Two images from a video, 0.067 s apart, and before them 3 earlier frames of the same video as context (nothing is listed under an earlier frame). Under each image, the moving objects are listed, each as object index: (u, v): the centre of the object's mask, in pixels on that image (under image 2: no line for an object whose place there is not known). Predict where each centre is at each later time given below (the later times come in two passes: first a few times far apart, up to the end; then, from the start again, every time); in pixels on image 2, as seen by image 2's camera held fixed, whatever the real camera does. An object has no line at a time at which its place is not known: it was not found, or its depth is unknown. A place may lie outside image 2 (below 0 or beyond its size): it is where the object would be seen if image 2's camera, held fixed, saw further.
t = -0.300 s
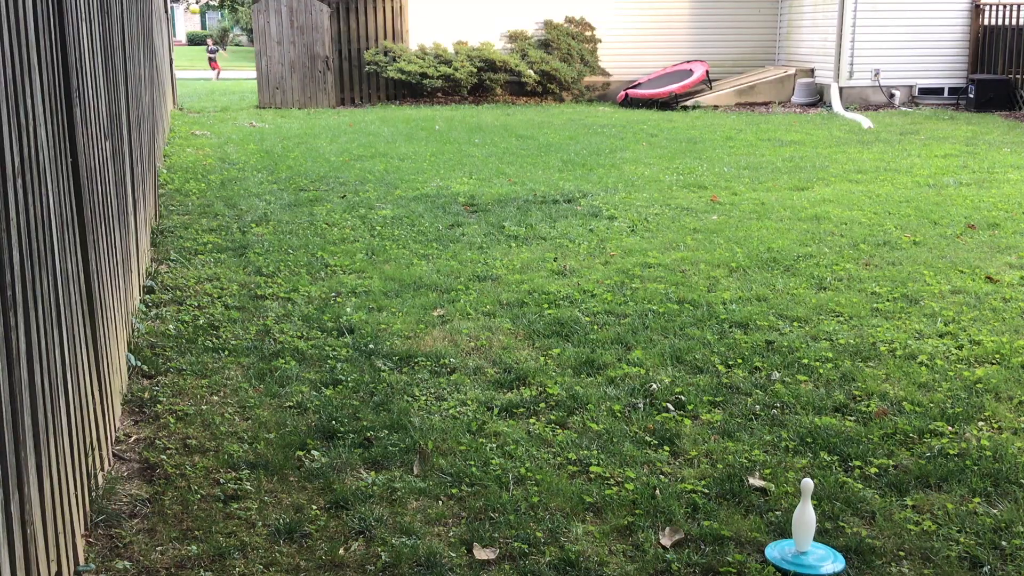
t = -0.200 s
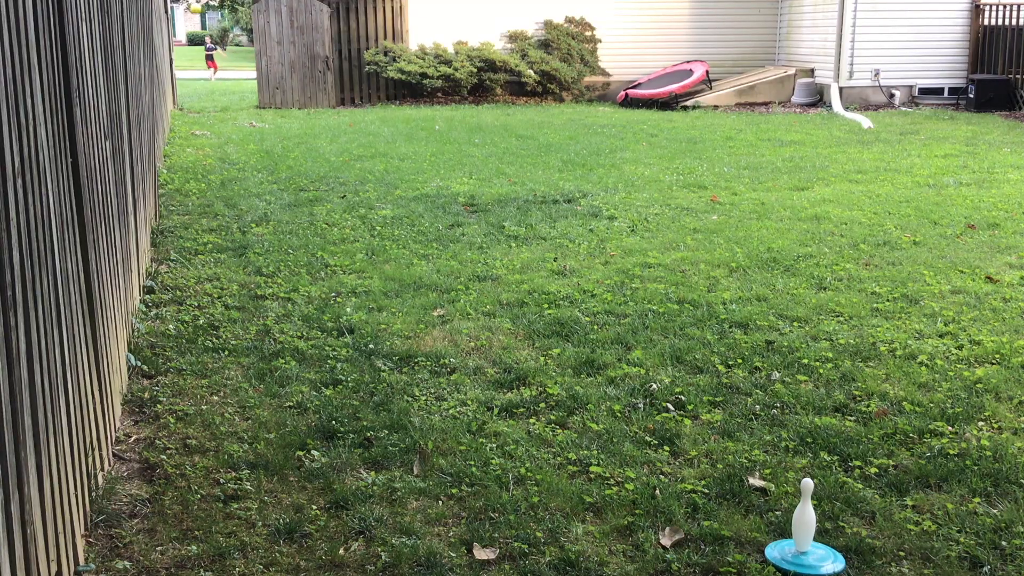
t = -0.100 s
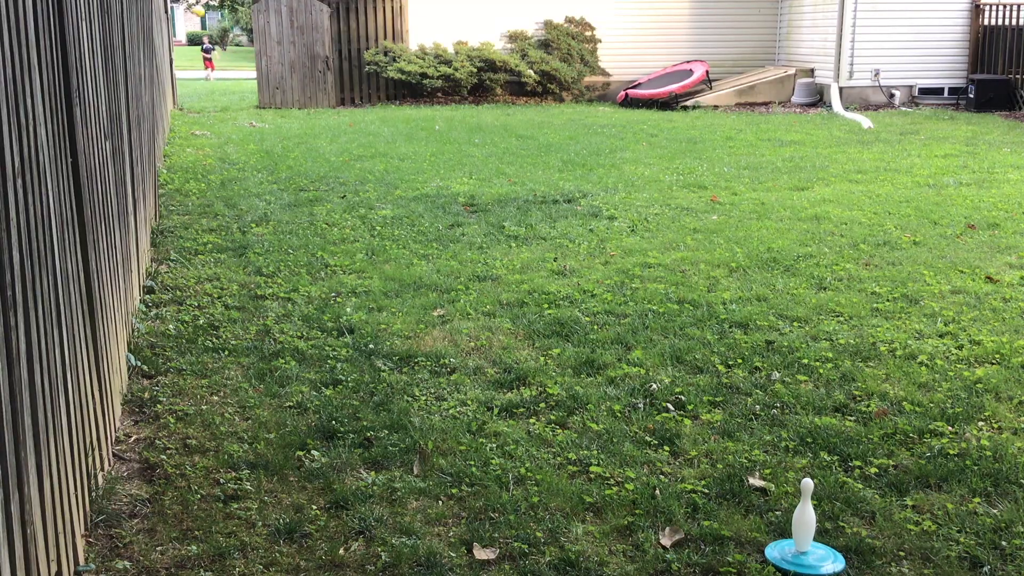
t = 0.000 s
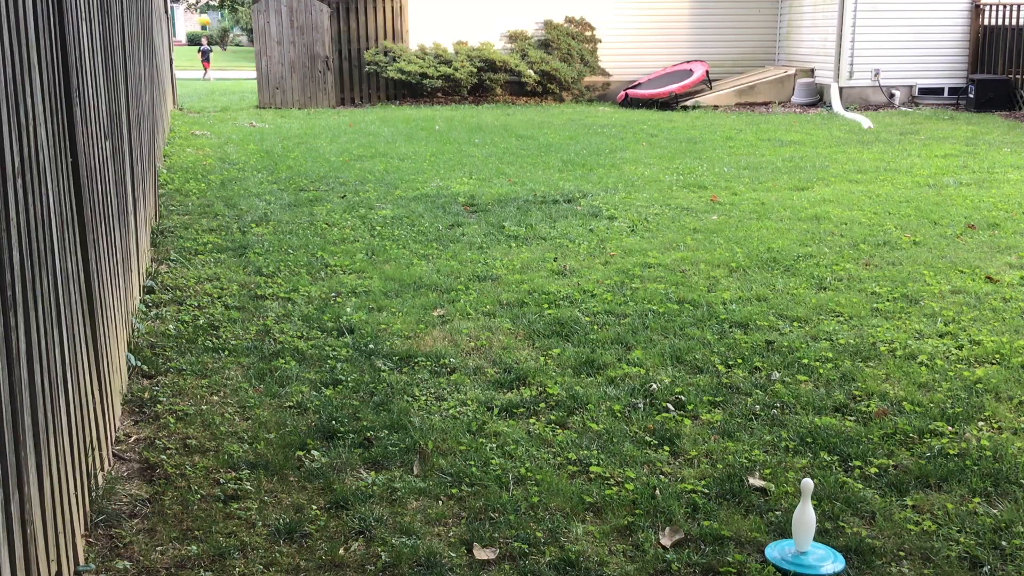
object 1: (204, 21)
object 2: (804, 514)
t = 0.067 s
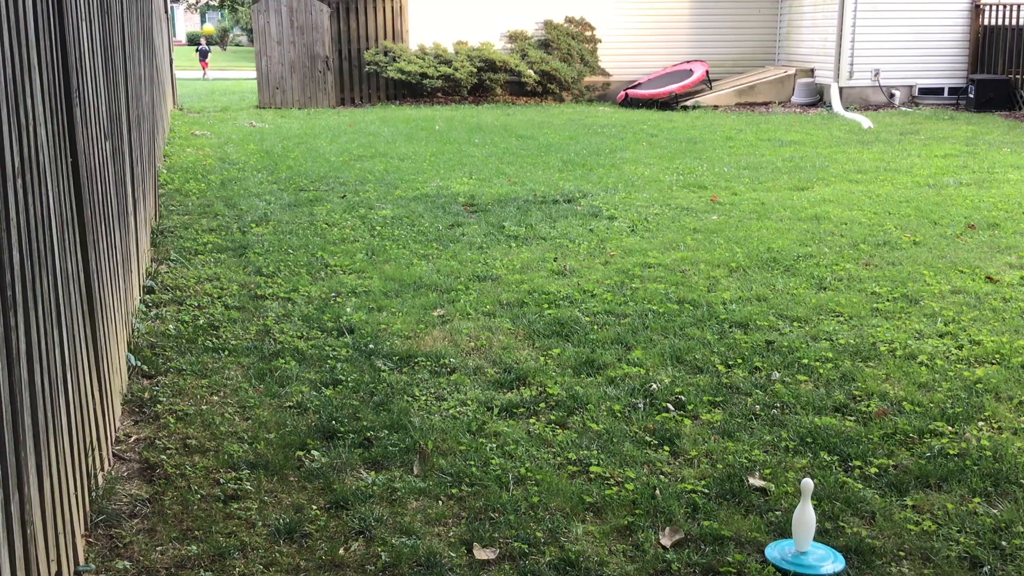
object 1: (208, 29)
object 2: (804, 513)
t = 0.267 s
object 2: (804, 514)
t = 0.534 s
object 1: (246, 81)
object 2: (804, 514)
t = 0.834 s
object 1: (264, 99)
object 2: (804, 514)
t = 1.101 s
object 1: (288, 115)
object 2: (804, 514)
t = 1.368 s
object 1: (321, 142)
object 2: (804, 514)
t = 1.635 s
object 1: (364, 145)
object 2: (804, 514)
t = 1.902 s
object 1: (415, 174)
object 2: (804, 514)
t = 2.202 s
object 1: (466, 159)
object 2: (804, 514)
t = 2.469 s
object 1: (518, 219)
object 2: (804, 514)
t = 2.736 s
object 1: (559, 236)
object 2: (804, 514)
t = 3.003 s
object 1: (598, 256)
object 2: (804, 514)
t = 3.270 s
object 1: (636, 330)
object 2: (804, 514)
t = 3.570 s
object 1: (677, 383)
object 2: (804, 514)
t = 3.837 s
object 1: (725, 443)
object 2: (804, 514)
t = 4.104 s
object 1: (772, 505)
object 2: (816, 514)
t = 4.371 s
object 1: (798, 527)
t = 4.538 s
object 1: (824, 552)
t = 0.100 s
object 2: (804, 514)
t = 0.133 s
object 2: (804, 514)
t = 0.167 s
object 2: (804, 514)
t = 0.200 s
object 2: (804, 514)
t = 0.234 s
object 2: (804, 514)
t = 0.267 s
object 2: (804, 514)
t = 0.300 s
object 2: (804, 514)
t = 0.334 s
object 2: (804, 514)
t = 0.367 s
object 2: (804, 514)
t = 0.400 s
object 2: (804, 514)
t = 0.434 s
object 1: (241, 88)
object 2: (804, 514)
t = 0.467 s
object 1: (242, 85)
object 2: (804, 514)
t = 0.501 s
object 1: (244, 83)
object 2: (804, 514)
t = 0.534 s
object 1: (246, 81)
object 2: (804, 514)
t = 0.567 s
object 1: (247, 79)
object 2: (804, 514)
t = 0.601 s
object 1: (249, 79)
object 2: (804, 514)
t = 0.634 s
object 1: (251, 79)
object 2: (804, 514)
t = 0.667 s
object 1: (253, 80)
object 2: (804, 514)
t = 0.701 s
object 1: (255, 82)
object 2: (804, 514)
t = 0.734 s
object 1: (257, 85)
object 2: (804, 514)
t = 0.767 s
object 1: (260, 89)
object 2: (804, 514)
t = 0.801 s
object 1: (263, 94)
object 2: (804, 514)
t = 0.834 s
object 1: (264, 99)
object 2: (804, 514)
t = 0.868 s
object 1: (266, 106)
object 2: (804, 514)
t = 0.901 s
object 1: (270, 114)
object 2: (804, 514)
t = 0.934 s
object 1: (272, 122)
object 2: (804, 514)
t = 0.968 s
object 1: (276, 124)
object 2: (804, 514)
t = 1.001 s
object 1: (279, 122)
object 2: (804, 514)
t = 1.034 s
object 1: (282, 119)
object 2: (804, 514)
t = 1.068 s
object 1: (285, 116)
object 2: (804, 514)
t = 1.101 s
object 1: (288, 115)
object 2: (804, 514)
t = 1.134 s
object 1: (292, 115)
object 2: (804, 514)
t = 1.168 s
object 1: (296, 116)
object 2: (804, 514)
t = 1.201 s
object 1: (300, 117)
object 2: (804, 514)
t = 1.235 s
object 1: (304, 120)
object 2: (804, 514)
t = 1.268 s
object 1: (308, 124)
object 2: (804, 514)
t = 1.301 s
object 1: (312, 129)
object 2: (804, 514)
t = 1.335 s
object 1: (316, 134)
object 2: (804, 514)
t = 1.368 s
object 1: (321, 142)
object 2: (804, 514)
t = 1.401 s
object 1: (325, 149)
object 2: (804, 514)
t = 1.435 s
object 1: (330, 152)
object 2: (804, 514)
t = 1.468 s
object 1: (335, 149)
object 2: (804, 514)
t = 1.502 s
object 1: (341, 146)
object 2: (804, 514)
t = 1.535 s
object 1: (347, 144)
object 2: (804, 514)
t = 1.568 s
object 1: (352, 143)
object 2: (804, 514)
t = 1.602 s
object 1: (357, 143)
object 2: (804, 514)
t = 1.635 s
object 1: (364, 145)
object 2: (804, 514)
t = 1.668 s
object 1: (370, 147)
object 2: (804, 514)
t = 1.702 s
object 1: (376, 151)
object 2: (804, 514)
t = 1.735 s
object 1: (382, 156)
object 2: (804, 514)
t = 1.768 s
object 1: (389, 163)
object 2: (804, 514)
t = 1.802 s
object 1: (396, 171)
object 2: (804, 514)
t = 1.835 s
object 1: (403, 179)
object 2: (804, 514)
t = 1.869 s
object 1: (409, 181)
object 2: (804, 514)
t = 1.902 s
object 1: (415, 174)
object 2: (804, 514)
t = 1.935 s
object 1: (420, 168)
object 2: (804, 514)
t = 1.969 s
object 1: (425, 162)
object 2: (804, 514)
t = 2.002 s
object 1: (430, 159)
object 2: (804, 514)
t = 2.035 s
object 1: (436, 155)
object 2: (804, 514)
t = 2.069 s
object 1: (441, 154)
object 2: (804, 514)
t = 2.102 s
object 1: (448, 153)
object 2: (804, 514)
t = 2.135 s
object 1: (454, 154)
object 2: (804, 514)
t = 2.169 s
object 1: (459, 156)
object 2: (804, 514)
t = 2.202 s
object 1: (466, 159)
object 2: (804, 514)
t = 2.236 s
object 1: (473, 165)
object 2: (804, 514)
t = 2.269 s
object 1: (479, 171)
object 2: (804, 514)
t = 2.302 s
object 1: (486, 180)
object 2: (804, 514)
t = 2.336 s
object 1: (493, 190)
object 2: (804, 514)
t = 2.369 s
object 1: (500, 203)
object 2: (804, 514)
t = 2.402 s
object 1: (507, 217)
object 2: (804, 514)
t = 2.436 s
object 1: (513, 224)
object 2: (804, 514)
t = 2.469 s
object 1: (518, 219)
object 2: (804, 514)
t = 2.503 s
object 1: (523, 216)
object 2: (804, 514)
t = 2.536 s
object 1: (528, 214)
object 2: (804, 514)
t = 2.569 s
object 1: (533, 213)
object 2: (804, 514)
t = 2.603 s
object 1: (537, 214)
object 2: (804, 514)
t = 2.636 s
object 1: (543, 217)
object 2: (804, 514)
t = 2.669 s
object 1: (548, 221)
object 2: (804, 514)
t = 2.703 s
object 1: (554, 228)
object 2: (804, 514)
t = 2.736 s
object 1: (559, 236)
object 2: (804, 514)
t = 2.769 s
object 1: (565, 246)
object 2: (804, 514)
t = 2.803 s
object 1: (571, 260)
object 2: (804, 514)
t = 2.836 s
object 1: (577, 269)
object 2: (804, 514)
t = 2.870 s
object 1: (582, 267)
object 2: (804, 514)
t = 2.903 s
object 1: (586, 262)
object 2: (804, 514)
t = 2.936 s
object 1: (590, 258)
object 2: (804, 514)
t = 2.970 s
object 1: (594, 256)
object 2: (804, 514)
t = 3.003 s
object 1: (598, 256)
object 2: (804, 514)
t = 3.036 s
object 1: (603, 258)
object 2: (804, 514)
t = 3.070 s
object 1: (607, 262)
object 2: (804, 514)
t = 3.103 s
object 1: (612, 268)
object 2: (804, 514)
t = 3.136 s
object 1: (616, 275)
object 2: (804, 514)
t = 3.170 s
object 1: (621, 286)
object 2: (804, 514)
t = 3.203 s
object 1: (626, 299)
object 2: (804, 514)
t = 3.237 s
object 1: (631, 316)
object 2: (805, 514)
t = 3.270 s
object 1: (636, 330)
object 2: (804, 514)
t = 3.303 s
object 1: (641, 331)
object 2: (804, 514)
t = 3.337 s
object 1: (644, 332)
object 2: (804, 514)
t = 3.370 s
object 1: (648, 334)
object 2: (804, 514)
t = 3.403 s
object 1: (653, 337)
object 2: (805, 514)
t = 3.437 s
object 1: (657, 344)
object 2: (804, 514)
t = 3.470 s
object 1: (662, 353)
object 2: (804, 514)
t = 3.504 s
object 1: (667, 366)
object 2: (804, 514)
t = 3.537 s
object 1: (672, 379)
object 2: (804, 514)
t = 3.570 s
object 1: (677, 383)
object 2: (804, 514)
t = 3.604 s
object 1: (683, 383)
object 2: (804, 514)
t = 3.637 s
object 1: (688, 385)
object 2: (804, 514)
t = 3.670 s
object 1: (694, 390)
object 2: (804, 514)
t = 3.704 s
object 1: (701, 398)
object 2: (804, 514)
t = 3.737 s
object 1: (707, 411)
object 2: (804, 514)
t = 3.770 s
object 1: (714, 427)
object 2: (804, 514)
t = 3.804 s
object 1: (720, 440)
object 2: (804, 514)
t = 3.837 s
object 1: (725, 443)
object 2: (804, 514)
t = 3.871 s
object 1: (731, 442)
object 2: (804, 514)
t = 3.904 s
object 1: (737, 444)
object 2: (804, 514)
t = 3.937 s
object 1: (743, 450)
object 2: (804, 514)
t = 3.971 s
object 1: (749, 459)
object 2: (804, 514)
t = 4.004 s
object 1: (756, 471)
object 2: (804, 515)
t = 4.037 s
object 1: (763, 489)
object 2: (804, 514)
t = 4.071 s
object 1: (766, 507)
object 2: (805, 515)
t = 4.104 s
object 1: (772, 505)
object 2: (816, 514)
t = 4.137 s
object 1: (777, 497)
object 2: (829, 516)
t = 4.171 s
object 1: (781, 491)
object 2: (844, 518)
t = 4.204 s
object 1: (784, 488)
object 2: (860, 523)
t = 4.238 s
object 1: (787, 490)
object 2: (876, 532)
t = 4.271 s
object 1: (790, 495)
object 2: (893, 546)
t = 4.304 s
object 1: (793, 501)
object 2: (903, 556)
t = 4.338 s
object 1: (795, 512)
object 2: (909, 566)
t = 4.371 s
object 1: (798, 527)
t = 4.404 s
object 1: (801, 544)
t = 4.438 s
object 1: (803, 556)
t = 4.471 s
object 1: (810, 554)
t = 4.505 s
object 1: (817, 552)
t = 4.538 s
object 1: (824, 552)
